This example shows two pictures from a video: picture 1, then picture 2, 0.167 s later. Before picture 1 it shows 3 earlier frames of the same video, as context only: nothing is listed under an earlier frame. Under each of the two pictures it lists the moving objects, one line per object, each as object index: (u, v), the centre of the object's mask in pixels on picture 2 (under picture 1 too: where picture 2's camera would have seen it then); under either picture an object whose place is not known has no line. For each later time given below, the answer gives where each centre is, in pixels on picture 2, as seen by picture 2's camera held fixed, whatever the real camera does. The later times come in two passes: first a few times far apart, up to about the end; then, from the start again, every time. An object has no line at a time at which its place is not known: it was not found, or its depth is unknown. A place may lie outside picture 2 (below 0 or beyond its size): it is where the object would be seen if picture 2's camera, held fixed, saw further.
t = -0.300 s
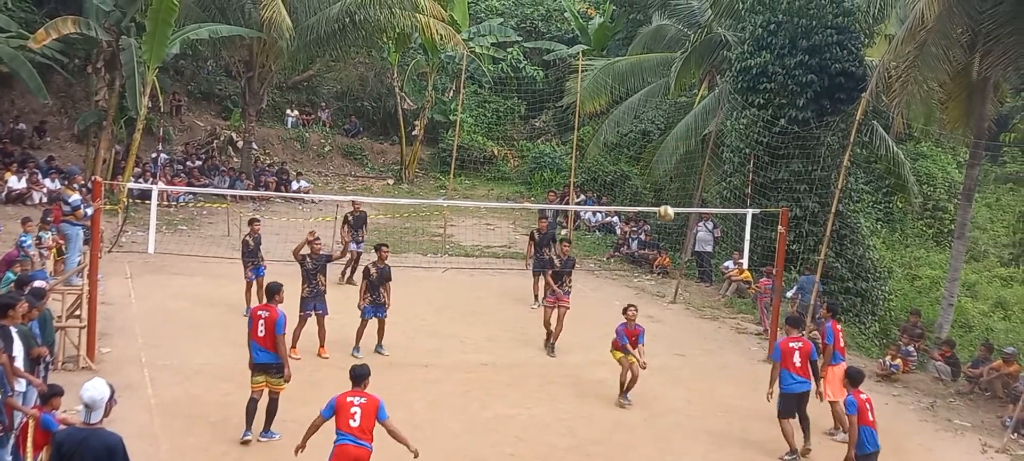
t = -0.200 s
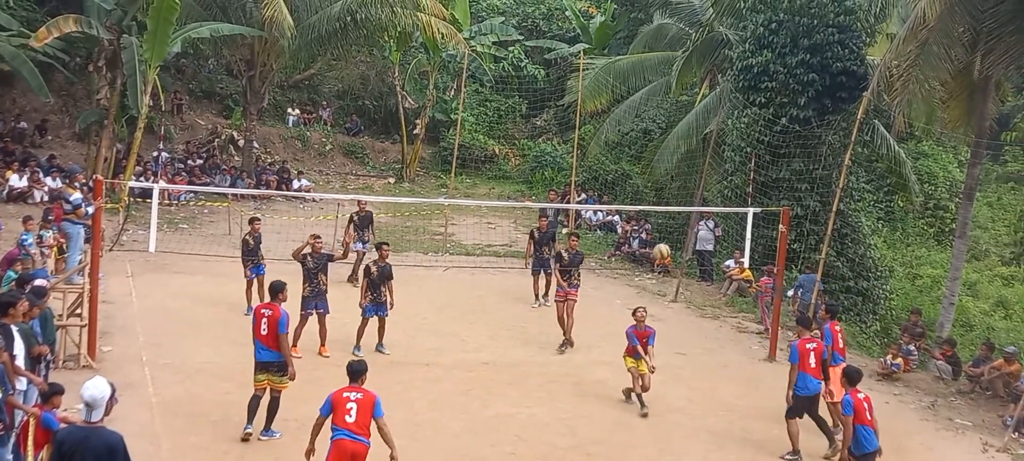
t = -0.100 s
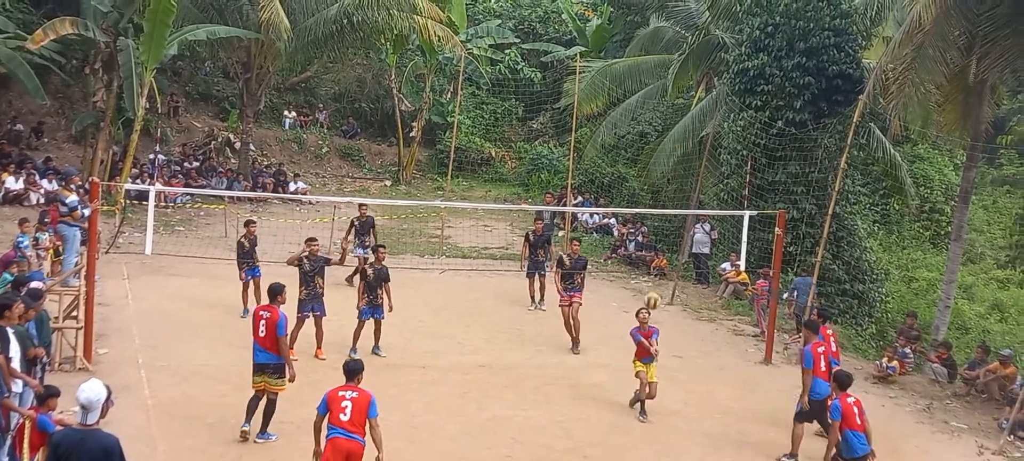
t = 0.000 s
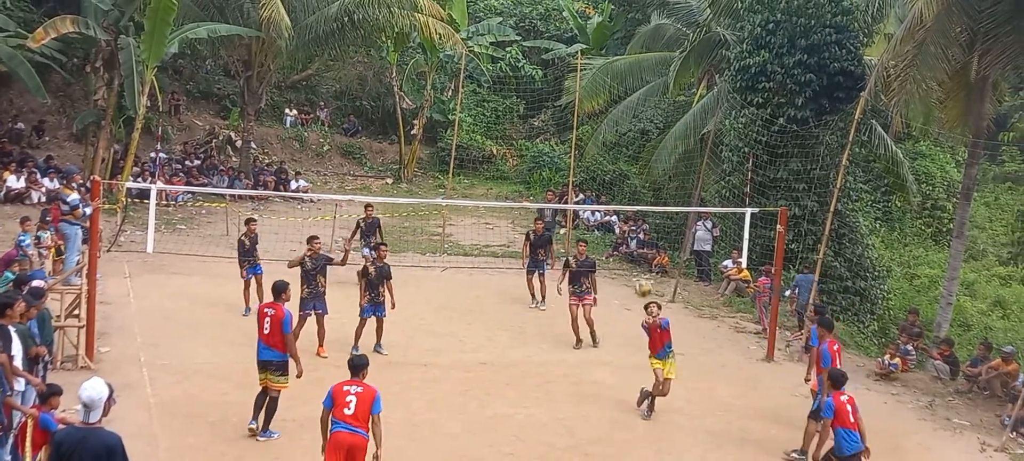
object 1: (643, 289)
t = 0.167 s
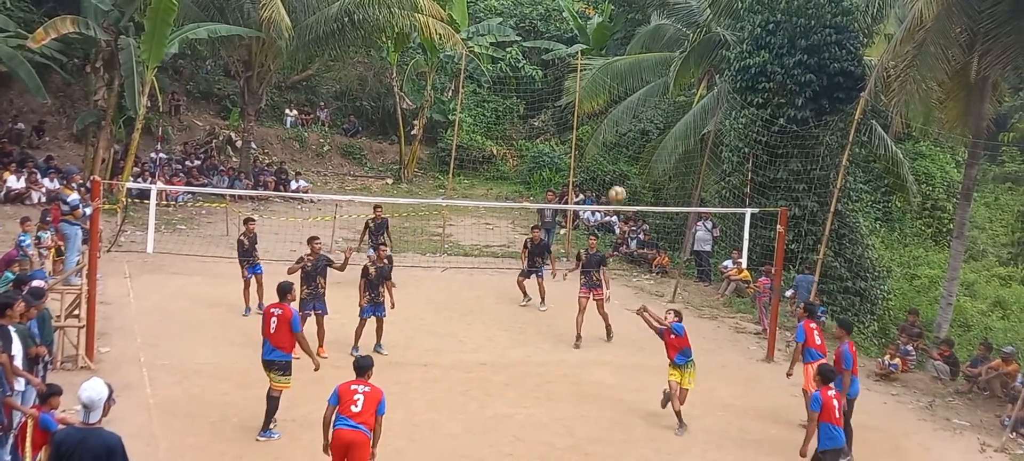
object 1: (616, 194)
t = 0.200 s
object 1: (612, 179)
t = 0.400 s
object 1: (578, 97)
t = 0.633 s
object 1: (534, 42)
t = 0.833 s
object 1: (494, 30)
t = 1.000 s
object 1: (458, 45)
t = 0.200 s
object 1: (612, 179)
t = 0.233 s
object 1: (606, 163)
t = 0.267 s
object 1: (601, 147)
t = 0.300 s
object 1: (596, 134)
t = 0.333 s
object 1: (589, 120)
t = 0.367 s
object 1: (584, 109)
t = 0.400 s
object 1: (578, 97)
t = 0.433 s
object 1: (571, 86)
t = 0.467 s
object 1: (565, 77)
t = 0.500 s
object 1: (559, 69)
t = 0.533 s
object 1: (553, 60)
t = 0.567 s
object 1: (546, 55)
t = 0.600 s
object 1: (539, 48)
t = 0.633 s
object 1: (534, 42)
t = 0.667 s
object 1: (527, 38)
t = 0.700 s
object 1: (520, 34)
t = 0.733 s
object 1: (514, 32)
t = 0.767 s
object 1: (508, 30)
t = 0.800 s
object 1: (501, 30)
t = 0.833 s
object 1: (494, 30)
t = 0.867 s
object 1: (486, 31)
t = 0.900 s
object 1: (479, 33)
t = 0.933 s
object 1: (473, 36)
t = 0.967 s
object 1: (466, 40)
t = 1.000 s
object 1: (458, 45)
